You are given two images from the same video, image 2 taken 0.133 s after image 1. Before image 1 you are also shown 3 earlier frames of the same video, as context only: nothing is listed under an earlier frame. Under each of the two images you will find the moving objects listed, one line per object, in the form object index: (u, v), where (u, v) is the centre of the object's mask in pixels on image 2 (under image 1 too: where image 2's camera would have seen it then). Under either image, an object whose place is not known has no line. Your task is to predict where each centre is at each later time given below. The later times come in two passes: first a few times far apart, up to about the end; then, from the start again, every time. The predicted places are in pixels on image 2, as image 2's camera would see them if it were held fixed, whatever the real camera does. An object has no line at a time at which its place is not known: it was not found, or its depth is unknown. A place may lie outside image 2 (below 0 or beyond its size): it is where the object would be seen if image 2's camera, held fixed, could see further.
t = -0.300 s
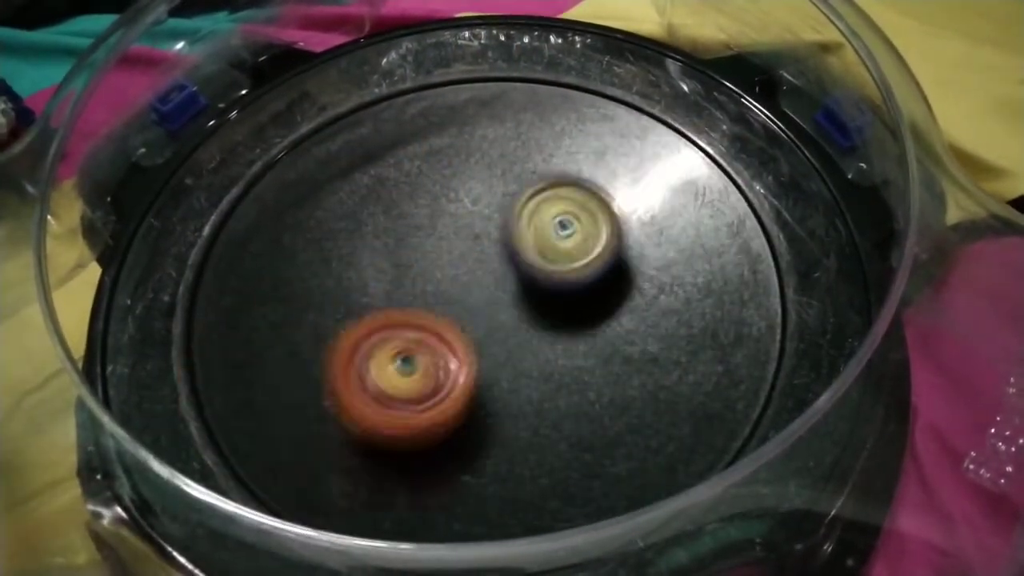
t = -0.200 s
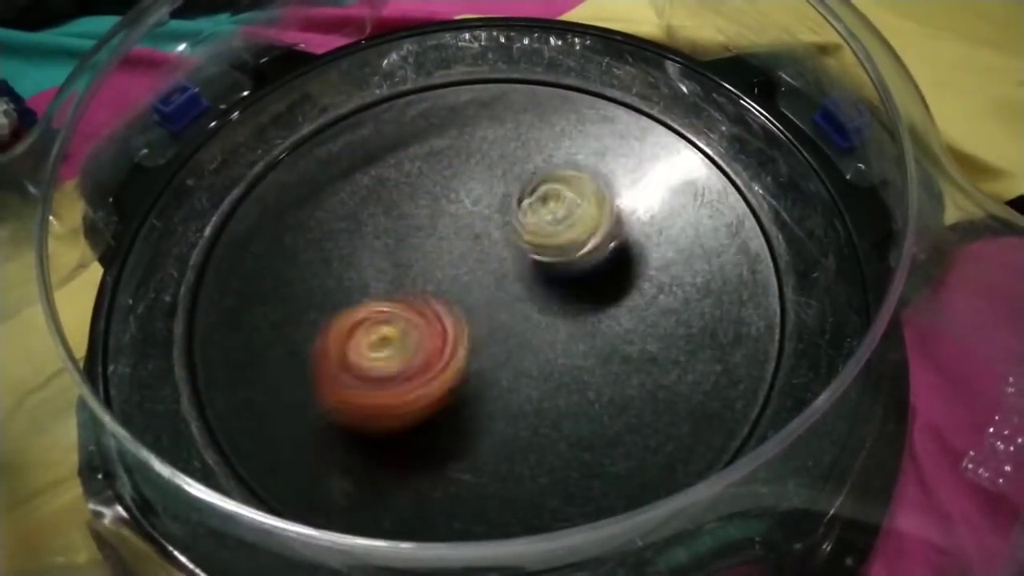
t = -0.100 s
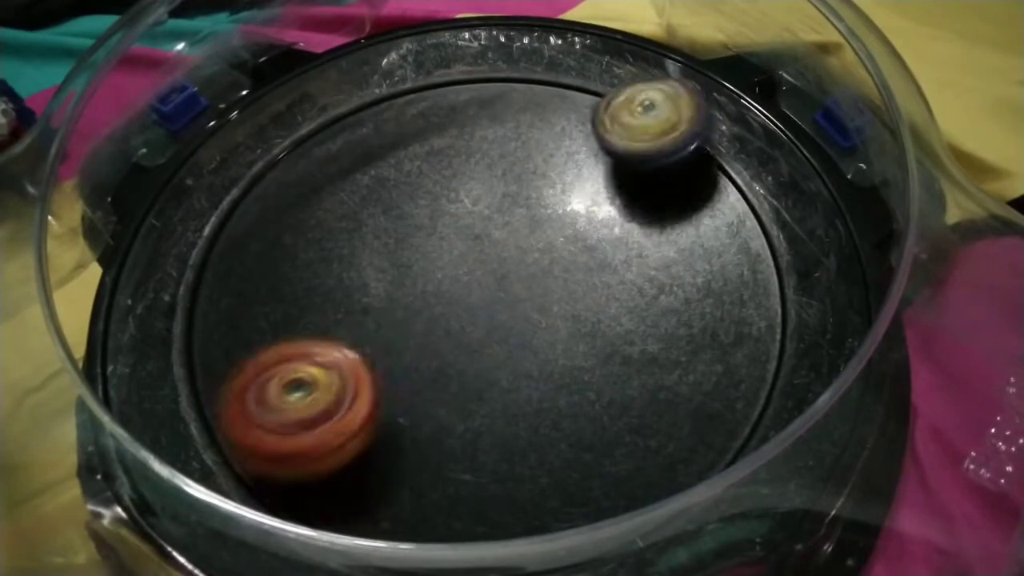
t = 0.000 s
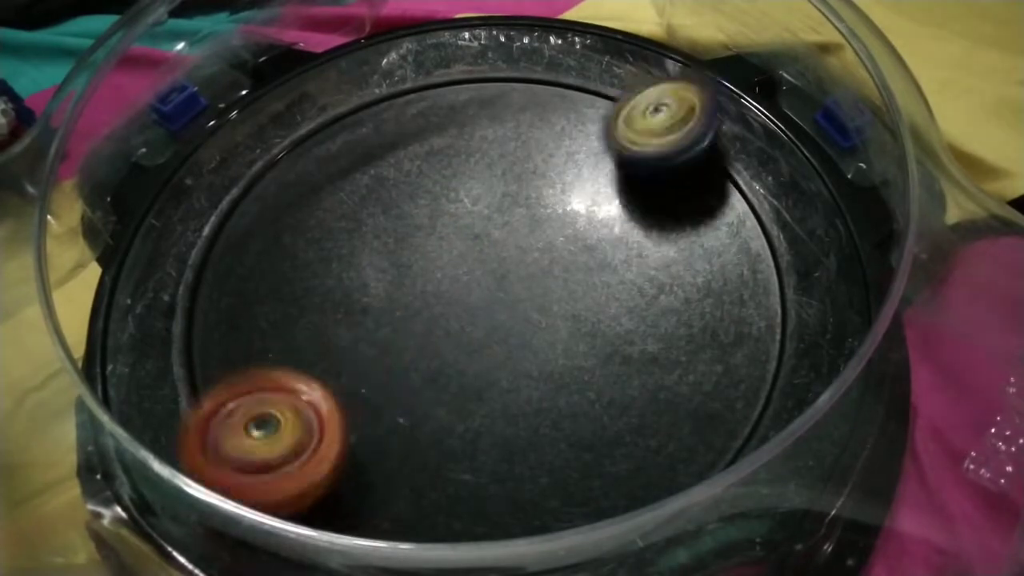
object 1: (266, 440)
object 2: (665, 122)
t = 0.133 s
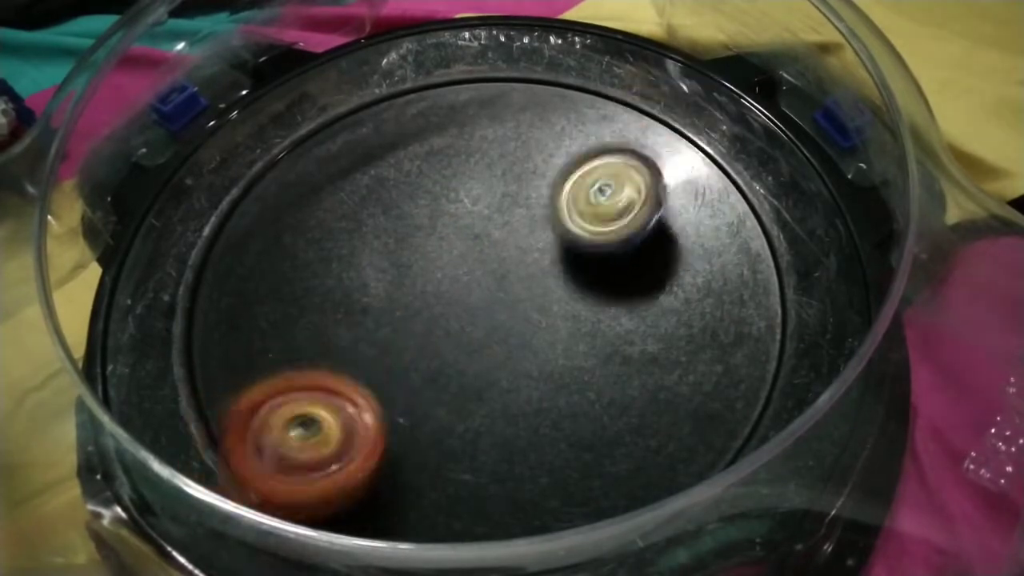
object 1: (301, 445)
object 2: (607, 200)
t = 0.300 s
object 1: (390, 366)
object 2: (525, 257)
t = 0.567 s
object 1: (376, 284)
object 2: (544, 166)
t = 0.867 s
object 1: (397, 198)
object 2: (537, 214)
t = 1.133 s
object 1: (444, 183)
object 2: (557, 319)
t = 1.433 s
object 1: (526, 233)
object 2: (565, 367)
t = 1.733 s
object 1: (549, 213)
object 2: (542, 375)
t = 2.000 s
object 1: (471, 217)
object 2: (496, 390)
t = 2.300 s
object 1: (336, 150)
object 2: (439, 418)
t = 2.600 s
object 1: (393, 260)
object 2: (434, 391)
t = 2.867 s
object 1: (498, 164)
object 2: (486, 448)
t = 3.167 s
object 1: (568, 180)
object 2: (496, 324)
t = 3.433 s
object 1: (596, 282)
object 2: (369, 261)
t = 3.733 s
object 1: (550, 373)
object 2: (286, 264)
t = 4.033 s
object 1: (460, 382)
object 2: (337, 264)
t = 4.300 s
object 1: (504, 338)
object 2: (358, 195)
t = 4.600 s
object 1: (533, 241)
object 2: (369, 194)
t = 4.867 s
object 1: (582, 239)
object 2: (389, 225)
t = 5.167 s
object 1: (570, 295)
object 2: (415, 223)
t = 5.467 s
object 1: (508, 324)
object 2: (421, 222)
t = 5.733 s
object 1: (503, 332)
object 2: (433, 229)
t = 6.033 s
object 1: (539, 309)
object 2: (412, 284)
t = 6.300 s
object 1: (541, 300)
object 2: (417, 283)
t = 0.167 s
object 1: (320, 435)
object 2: (592, 217)
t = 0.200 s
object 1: (335, 420)
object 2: (575, 230)
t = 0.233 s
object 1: (354, 403)
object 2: (560, 242)
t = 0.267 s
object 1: (372, 387)
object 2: (544, 252)
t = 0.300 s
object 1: (390, 366)
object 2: (525, 257)
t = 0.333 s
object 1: (407, 342)
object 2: (510, 259)
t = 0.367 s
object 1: (393, 341)
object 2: (511, 241)
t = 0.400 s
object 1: (381, 339)
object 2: (523, 213)
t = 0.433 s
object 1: (378, 329)
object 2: (534, 192)
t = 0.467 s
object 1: (376, 319)
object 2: (541, 176)
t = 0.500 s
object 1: (375, 306)
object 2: (544, 166)
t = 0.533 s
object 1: (375, 295)
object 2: (545, 165)
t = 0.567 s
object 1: (376, 284)
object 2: (544, 166)
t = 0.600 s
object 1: (377, 272)
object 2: (543, 169)
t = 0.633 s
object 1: (377, 261)
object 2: (543, 173)
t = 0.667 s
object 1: (379, 249)
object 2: (542, 177)
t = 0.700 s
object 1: (381, 238)
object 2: (541, 183)
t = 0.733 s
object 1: (382, 228)
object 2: (540, 187)
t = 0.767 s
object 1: (384, 218)
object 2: (539, 192)
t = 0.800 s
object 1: (386, 211)
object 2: (539, 198)
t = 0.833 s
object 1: (392, 204)
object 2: (538, 204)
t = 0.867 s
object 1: (397, 198)
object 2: (537, 214)
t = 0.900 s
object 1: (402, 194)
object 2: (534, 221)
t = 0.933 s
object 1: (410, 190)
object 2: (536, 232)
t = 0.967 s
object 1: (417, 187)
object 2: (534, 241)
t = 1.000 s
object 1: (425, 185)
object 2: (538, 253)
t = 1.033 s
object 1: (429, 182)
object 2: (544, 270)
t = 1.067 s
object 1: (432, 180)
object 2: (548, 287)
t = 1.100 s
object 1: (437, 180)
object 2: (553, 304)
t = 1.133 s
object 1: (444, 183)
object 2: (557, 319)
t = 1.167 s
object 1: (452, 186)
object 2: (560, 334)
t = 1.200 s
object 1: (460, 188)
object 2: (563, 348)
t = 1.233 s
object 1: (468, 194)
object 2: (566, 356)
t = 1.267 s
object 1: (477, 199)
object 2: (568, 362)
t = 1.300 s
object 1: (486, 205)
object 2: (570, 366)
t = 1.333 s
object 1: (498, 213)
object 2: (569, 368)
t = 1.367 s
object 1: (505, 219)
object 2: (569, 369)
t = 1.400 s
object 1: (518, 228)
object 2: (568, 369)
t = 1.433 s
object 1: (526, 233)
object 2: (565, 367)
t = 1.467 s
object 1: (536, 242)
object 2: (564, 365)
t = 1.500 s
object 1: (547, 247)
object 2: (563, 363)
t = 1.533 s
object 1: (555, 249)
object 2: (561, 373)
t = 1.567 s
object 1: (559, 242)
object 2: (561, 383)
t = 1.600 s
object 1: (563, 233)
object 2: (558, 383)
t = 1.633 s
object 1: (561, 227)
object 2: (558, 385)
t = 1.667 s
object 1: (560, 222)
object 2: (554, 383)
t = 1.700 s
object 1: (555, 215)
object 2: (548, 381)
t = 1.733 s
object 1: (549, 213)
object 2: (542, 375)
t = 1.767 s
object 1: (541, 211)
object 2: (538, 372)
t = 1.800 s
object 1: (530, 213)
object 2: (532, 368)
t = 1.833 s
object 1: (523, 216)
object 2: (527, 364)
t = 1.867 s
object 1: (511, 223)
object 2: (521, 360)
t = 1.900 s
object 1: (503, 231)
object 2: (514, 355)
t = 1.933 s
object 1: (492, 235)
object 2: (506, 351)
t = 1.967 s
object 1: (486, 239)
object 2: (500, 360)
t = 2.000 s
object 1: (471, 217)
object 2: (496, 390)
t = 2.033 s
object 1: (457, 199)
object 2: (489, 406)
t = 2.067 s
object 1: (439, 183)
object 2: (480, 422)
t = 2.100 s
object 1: (420, 168)
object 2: (464, 425)
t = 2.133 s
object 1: (401, 157)
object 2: (453, 427)
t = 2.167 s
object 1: (386, 151)
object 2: (448, 427)
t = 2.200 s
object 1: (369, 146)
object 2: (441, 424)
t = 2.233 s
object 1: (358, 145)
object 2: (440, 424)
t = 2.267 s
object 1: (345, 145)
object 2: (439, 420)
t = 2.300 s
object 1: (336, 150)
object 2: (439, 418)
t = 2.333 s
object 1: (328, 157)
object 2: (437, 412)
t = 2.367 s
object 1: (323, 168)
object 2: (435, 409)
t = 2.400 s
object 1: (323, 178)
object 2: (433, 401)
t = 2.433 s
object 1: (326, 192)
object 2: (432, 398)
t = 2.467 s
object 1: (332, 206)
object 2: (430, 391)
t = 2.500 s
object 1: (341, 223)
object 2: (429, 390)
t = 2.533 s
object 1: (355, 241)
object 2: (426, 383)
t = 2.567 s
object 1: (371, 257)
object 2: (426, 379)
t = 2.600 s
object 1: (393, 260)
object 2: (434, 391)
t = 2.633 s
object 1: (408, 241)
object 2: (452, 427)
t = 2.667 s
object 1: (424, 227)
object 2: (470, 448)
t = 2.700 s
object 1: (438, 214)
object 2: (482, 460)
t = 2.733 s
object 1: (450, 202)
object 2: (487, 464)
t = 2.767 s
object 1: (465, 191)
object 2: (490, 463)
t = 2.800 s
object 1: (475, 181)
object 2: (489, 460)
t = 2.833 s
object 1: (487, 171)
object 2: (487, 453)
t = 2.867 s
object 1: (498, 164)
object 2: (486, 448)
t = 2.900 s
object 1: (510, 158)
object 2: (486, 438)
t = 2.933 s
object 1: (520, 156)
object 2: (492, 427)
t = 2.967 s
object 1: (528, 154)
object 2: (500, 411)
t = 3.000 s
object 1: (539, 154)
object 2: (503, 398)
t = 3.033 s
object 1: (545, 155)
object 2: (505, 381)
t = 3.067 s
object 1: (552, 157)
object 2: (505, 366)
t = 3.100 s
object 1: (559, 164)
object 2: (504, 351)
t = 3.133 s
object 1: (563, 169)
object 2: (502, 336)
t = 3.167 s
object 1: (568, 180)
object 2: (496, 324)
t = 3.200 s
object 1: (569, 190)
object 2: (489, 312)
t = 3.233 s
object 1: (571, 203)
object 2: (481, 299)
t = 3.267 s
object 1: (573, 219)
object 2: (473, 291)
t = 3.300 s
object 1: (580, 231)
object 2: (450, 287)
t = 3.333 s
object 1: (585, 243)
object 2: (425, 283)
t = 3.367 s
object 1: (591, 254)
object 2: (404, 277)
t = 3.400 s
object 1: (595, 268)
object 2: (386, 269)
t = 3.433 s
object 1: (596, 282)
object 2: (369, 261)
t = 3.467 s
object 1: (598, 295)
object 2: (354, 257)
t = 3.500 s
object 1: (597, 308)
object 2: (341, 253)
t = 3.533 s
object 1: (596, 321)
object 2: (330, 250)
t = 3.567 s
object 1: (594, 334)
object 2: (316, 247)
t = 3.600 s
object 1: (587, 344)
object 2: (306, 249)
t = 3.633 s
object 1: (580, 353)
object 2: (297, 250)
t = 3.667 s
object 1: (571, 362)
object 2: (289, 255)
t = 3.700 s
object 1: (561, 368)
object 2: (288, 260)
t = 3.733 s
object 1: (550, 373)
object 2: (286, 264)
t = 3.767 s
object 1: (535, 377)
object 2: (292, 271)
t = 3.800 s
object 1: (520, 378)
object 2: (297, 278)
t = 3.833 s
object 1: (505, 379)
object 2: (305, 285)
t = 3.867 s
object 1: (487, 378)
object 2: (318, 295)
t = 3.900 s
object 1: (470, 374)
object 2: (333, 302)
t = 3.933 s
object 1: (455, 371)
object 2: (345, 304)
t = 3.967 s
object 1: (452, 376)
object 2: (347, 293)
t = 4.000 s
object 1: (453, 383)
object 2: (336, 277)
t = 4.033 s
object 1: (460, 382)
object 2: (337, 264)
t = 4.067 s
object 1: (467, 384)
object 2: (341, 255)
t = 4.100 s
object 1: (472, 383)
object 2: (345, 247)
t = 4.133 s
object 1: (481, 379)
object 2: (349, 236)
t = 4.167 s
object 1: (485, 374)
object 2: (353, 227)
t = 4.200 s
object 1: (490, 366)
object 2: (353, 215)
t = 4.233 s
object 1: (498, 359)
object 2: (355, 208)
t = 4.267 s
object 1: (500, 349)
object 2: (357, 199)
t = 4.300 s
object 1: (504, 338)
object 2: (358, 195)
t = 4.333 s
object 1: (508, 325)
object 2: (360, 192)
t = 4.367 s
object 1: (508, 311)
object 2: (363, 190)
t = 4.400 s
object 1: (511, 299)
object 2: (368, 192)
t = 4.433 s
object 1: (510, 284)
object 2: (374, 193)
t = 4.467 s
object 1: (507, 271)
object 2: (384, 195)
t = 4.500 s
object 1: (507, 259)
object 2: (390, 194)
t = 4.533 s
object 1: (506, 247)
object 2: (392, 195)
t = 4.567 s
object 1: (519, 244)
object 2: (378, 196)
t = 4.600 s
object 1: (533, 241)
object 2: (369, 194)
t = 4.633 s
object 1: (539, 239)
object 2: (365, 198)
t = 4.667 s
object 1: (546, 237)
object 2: (365, 203)
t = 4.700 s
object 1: (557, 232)
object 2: (367, 205)
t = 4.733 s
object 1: (568, 234)
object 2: (367, 207)
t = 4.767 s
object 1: (573, 234)
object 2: (365, 212)
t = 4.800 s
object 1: (576, 235)
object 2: (371, 218)
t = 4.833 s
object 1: (580, 234)
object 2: (380, 223)
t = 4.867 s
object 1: (582, 239)
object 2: (389, 225)
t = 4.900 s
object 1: (581, 243)
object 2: (399, 231)
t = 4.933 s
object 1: (578, 246)
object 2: (409, 237)
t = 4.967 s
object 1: (576, 250)
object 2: (416, 239)
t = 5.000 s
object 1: (571, 255)
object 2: (425, 238)
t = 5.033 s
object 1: (565, 262)
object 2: (436, 237)
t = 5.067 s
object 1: (576, 270)
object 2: (428, 227)
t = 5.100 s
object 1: (577, 281)
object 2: (418, 221)
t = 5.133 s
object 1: (575, 291)
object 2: (415, 220)
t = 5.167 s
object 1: (570, 295)
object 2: (415, 223)
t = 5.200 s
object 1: (565, 296)
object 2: (414, 225)
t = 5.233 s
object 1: (559, 301)
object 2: (417, 228)
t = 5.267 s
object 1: (552, 306)
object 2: (422, 226)
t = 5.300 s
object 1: (543, 308)
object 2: (428, 227)
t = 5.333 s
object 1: (534, 309)
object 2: (432, 230)
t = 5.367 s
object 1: (524, 307)
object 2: (431, 229)
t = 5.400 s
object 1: (515, 310)
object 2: (431, 230)
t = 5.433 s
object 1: (511, 320)
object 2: (426, 227)
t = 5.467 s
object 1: (508, 324)
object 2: (421, 222)
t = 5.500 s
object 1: (496, 325)
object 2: (417, 222)
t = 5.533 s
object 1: (488, 322)
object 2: (417, 226)
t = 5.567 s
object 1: (485, 318)
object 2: (418, 229)
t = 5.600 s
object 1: (486, 323)
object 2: (415, 224)
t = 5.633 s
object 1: (488, 325)
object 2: (419, 223)
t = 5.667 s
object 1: (493, 327)
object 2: (425, 225)
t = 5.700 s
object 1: (499, 331)
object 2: (430, 228)
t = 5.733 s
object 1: (503, 332)
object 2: (433, 229)
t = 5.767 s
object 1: (504, 332)
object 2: (434, 231)
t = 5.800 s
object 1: (506, 330)
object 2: (434, 237)
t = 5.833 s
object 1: (507, 328)
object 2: (433, 242)
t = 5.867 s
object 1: (512, 329)
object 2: (432, 251)
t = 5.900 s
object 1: (520, 328)
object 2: (431, 261)
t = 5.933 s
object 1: (528, 325)
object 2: (427, 272)
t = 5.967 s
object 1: (535, 321)
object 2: (421, 281)
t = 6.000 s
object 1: (537, 315)
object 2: (416, 283)
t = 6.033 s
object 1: (539, 309)
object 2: (412, 284)
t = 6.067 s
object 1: (541, 304)
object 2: (409, 285)
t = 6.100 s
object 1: (543, 298)
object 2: (407, 285)
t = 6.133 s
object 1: (540, 294)
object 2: (406, 285)
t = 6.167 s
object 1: (539, 293)
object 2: (406, 285)
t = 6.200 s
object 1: (540, 294)
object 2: (406, 285)
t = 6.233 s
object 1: (541, 296)
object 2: (409, 285)
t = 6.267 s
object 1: (541, 298)
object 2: (412, 284)
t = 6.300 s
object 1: (541, 300)
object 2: (417, 283)
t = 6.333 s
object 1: (541, 299)
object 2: (422, 281)
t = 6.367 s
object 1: (541, 298)
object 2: (427, 276)
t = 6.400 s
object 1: (541, 296)
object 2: (432, 272)
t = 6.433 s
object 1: (540, 294)
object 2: (434, 265)
